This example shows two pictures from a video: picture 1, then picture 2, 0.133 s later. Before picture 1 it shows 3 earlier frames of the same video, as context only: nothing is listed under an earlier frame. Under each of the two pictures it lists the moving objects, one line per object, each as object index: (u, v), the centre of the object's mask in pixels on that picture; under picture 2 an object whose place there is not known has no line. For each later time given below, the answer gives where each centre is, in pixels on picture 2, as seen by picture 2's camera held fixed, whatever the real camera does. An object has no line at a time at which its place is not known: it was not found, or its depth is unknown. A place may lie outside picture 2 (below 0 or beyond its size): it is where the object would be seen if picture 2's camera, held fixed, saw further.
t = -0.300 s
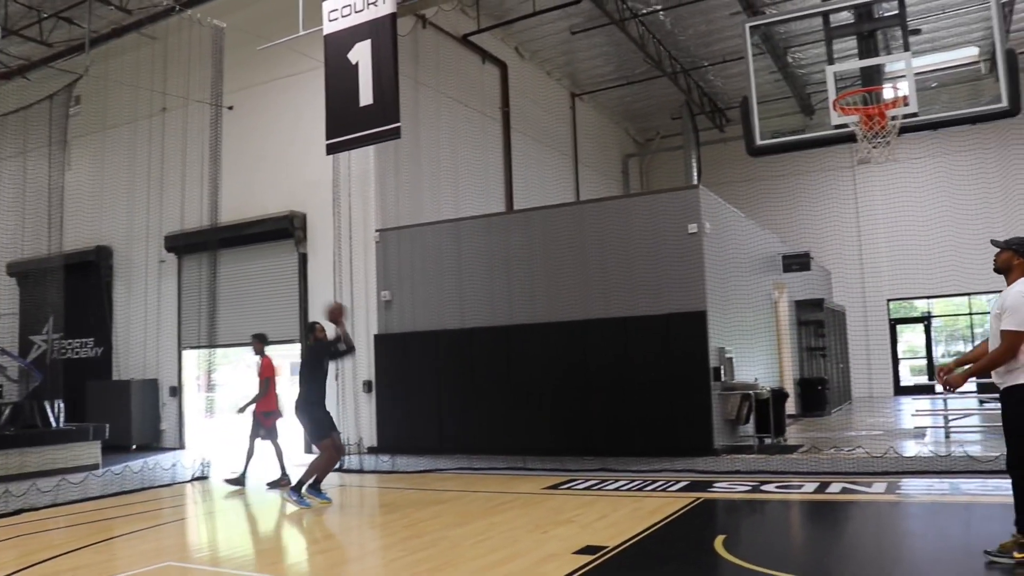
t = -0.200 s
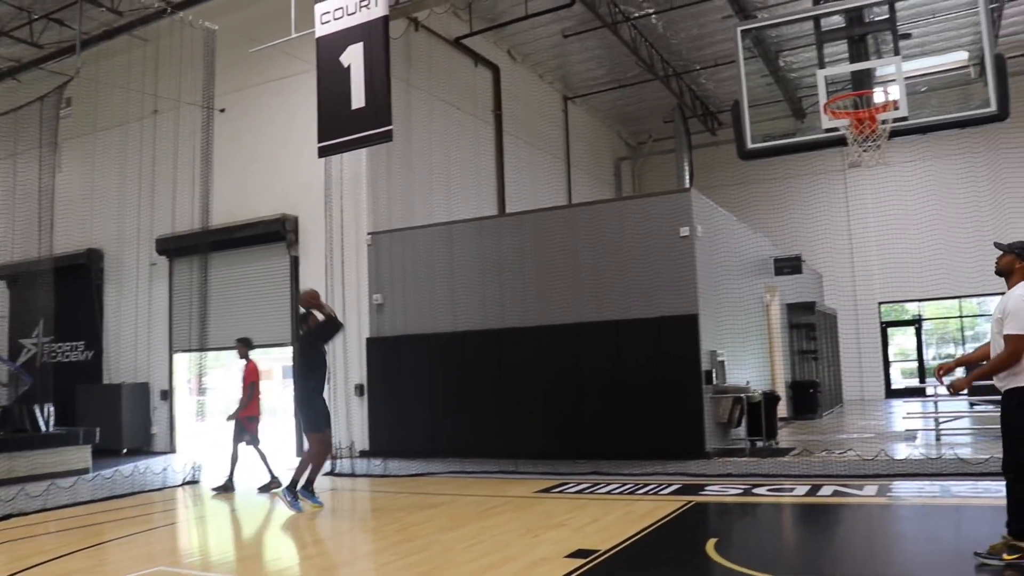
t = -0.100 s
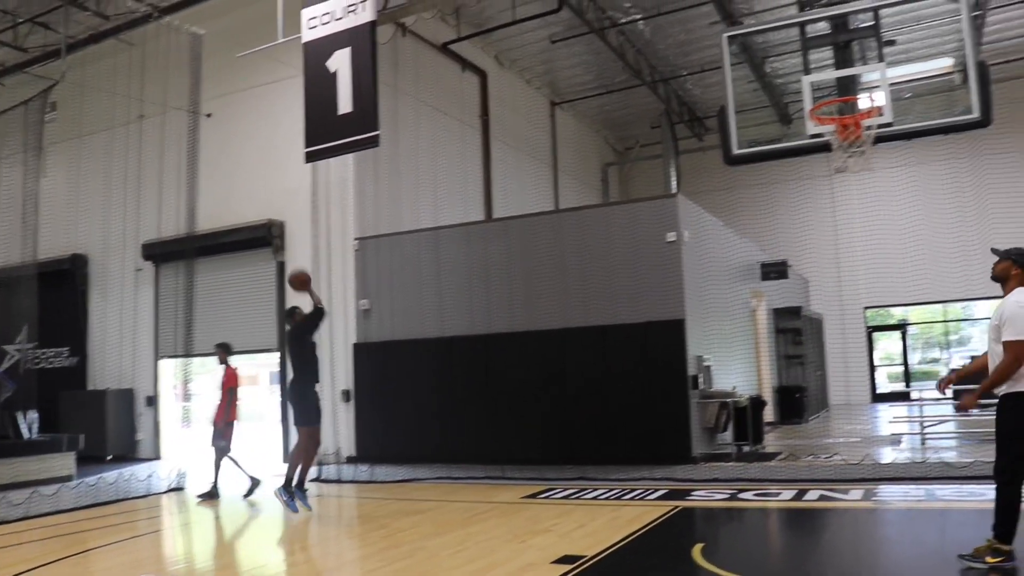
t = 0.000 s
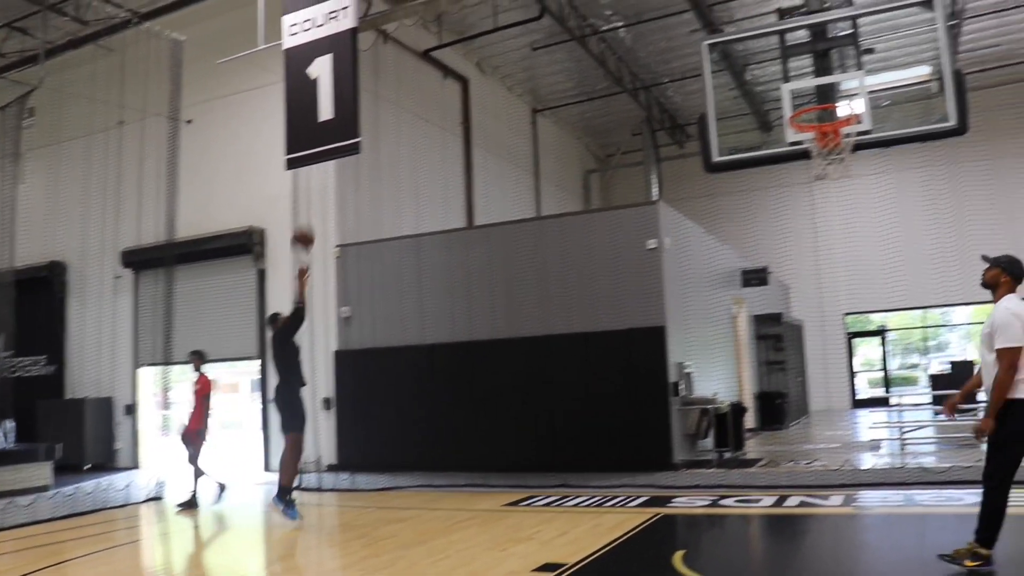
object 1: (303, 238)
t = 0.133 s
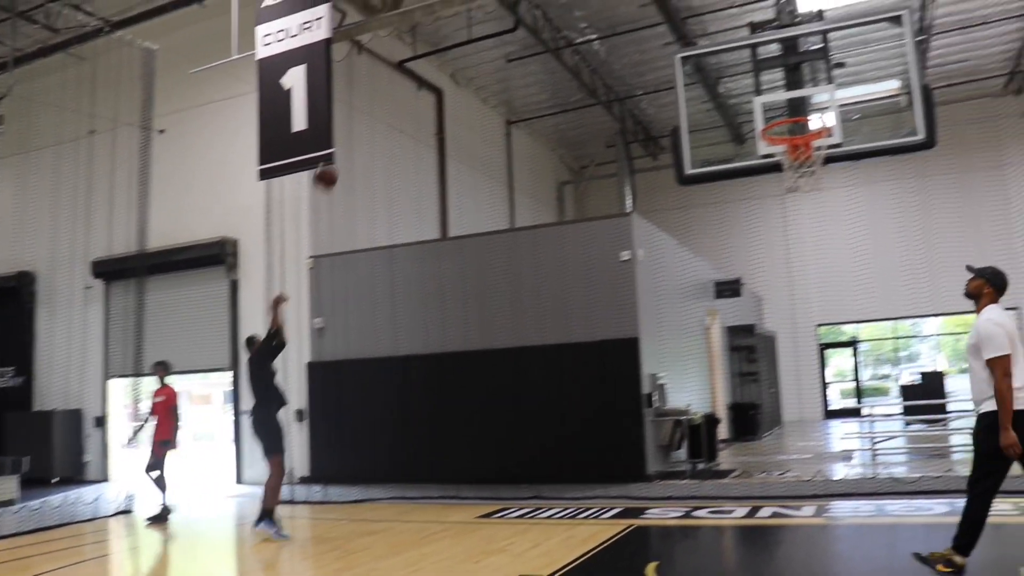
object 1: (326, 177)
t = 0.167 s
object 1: (340, 161)
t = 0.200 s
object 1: (353, 145)
